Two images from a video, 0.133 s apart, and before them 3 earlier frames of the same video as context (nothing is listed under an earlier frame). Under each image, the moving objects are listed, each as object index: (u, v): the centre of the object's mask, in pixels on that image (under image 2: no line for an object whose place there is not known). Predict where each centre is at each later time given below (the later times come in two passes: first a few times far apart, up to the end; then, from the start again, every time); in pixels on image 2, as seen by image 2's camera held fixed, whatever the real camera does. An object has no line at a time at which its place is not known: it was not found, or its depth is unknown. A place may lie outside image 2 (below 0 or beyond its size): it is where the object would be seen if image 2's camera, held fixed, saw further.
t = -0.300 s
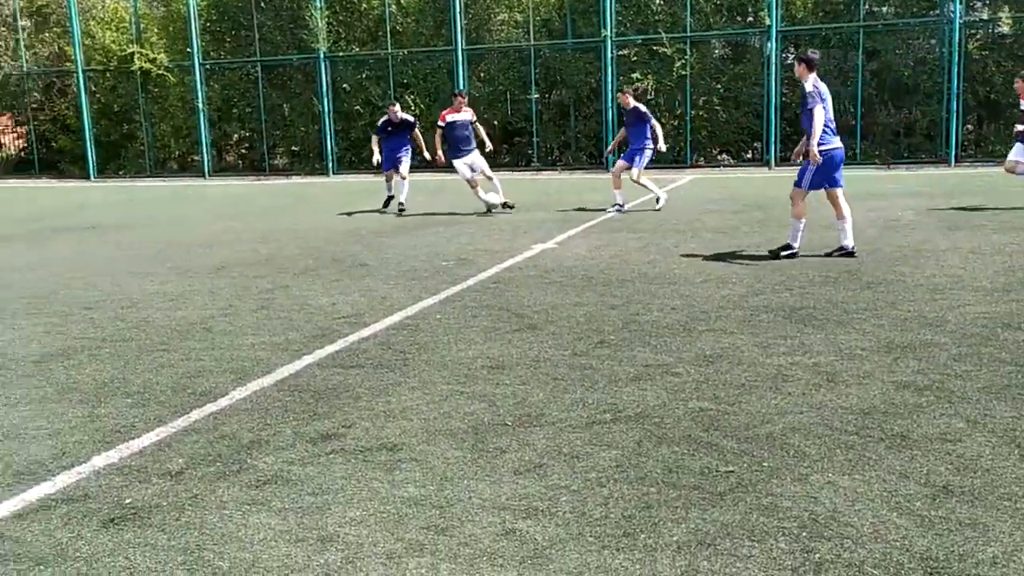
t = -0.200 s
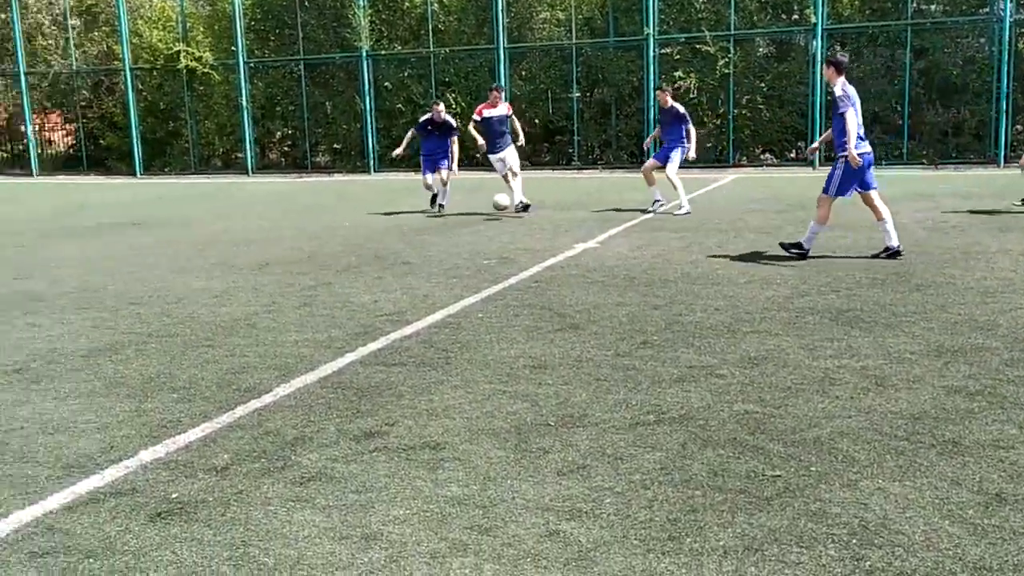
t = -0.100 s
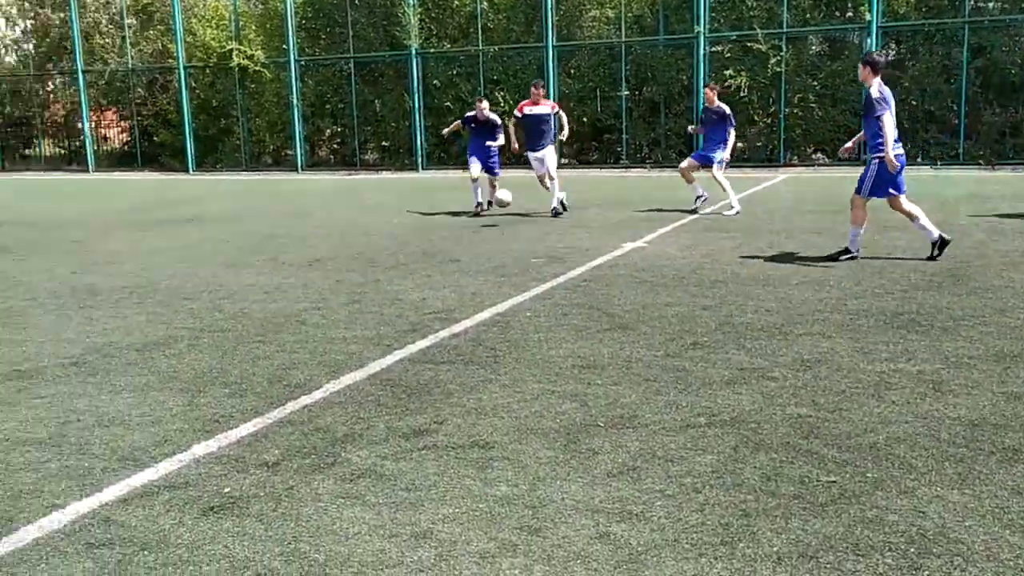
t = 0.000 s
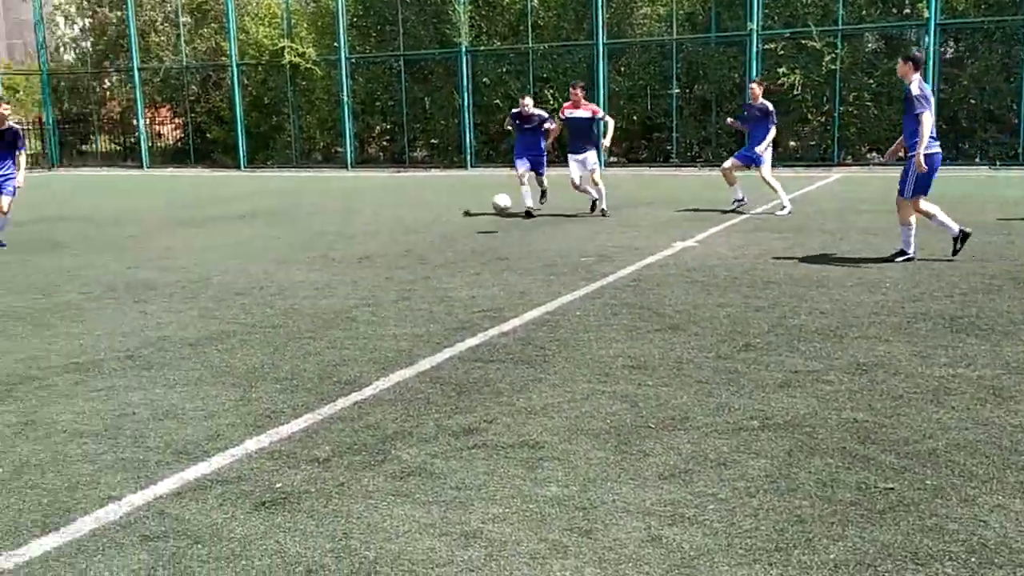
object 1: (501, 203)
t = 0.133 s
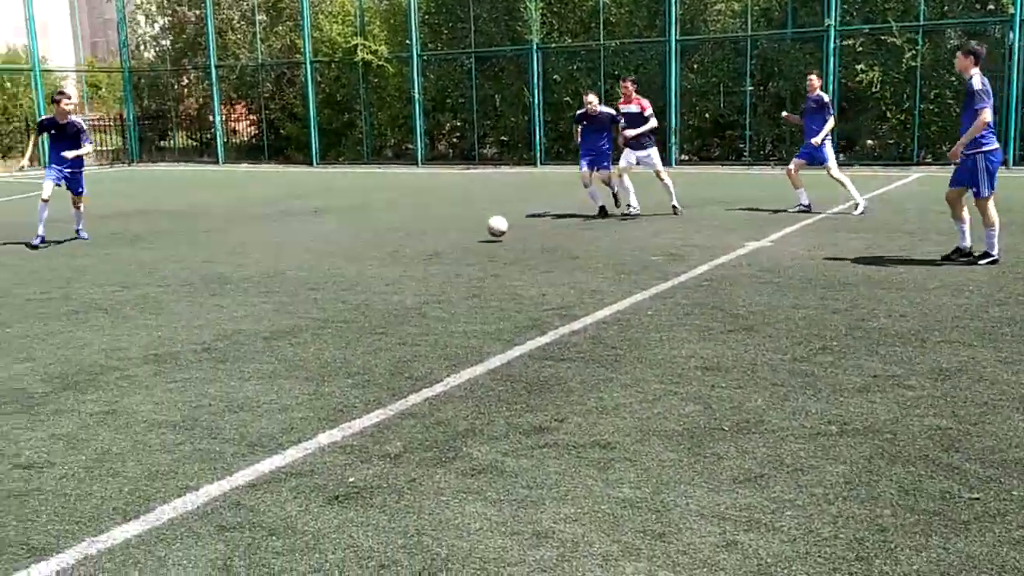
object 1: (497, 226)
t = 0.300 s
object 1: (399, 221)
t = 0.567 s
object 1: (209, 257)
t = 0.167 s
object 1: (478, 235)
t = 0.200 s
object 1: (459, 230)
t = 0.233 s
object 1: (440, 226)
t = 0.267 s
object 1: (420, 223)
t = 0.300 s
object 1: (399, 221)
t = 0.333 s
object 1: (377, 221)
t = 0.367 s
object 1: (356, 222)
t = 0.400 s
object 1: (333, 224)
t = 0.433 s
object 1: (309, 228)
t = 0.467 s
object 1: (286, 233)
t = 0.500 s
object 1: (261, 239)
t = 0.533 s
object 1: (235, 247)
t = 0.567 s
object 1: (209, 257)
